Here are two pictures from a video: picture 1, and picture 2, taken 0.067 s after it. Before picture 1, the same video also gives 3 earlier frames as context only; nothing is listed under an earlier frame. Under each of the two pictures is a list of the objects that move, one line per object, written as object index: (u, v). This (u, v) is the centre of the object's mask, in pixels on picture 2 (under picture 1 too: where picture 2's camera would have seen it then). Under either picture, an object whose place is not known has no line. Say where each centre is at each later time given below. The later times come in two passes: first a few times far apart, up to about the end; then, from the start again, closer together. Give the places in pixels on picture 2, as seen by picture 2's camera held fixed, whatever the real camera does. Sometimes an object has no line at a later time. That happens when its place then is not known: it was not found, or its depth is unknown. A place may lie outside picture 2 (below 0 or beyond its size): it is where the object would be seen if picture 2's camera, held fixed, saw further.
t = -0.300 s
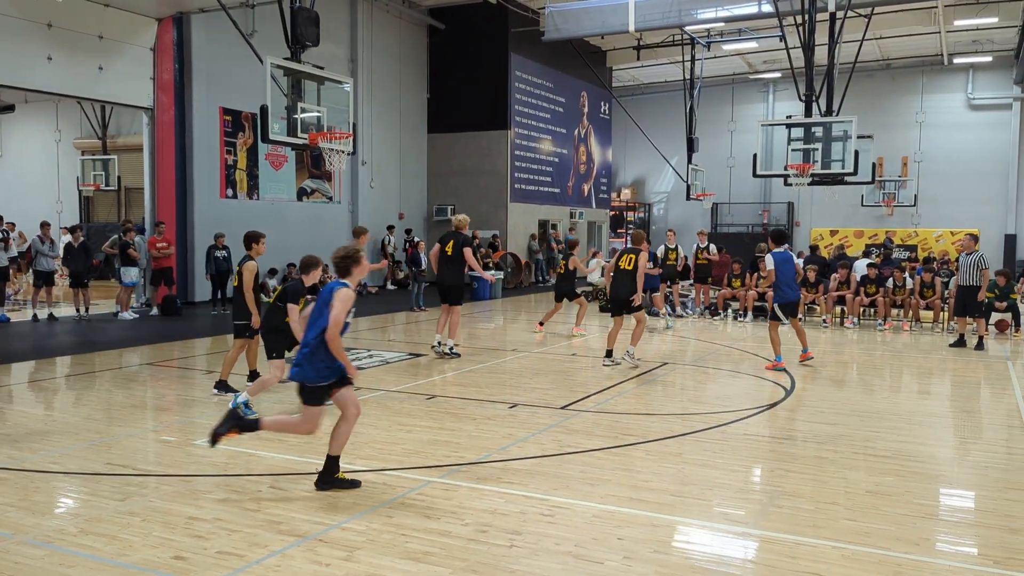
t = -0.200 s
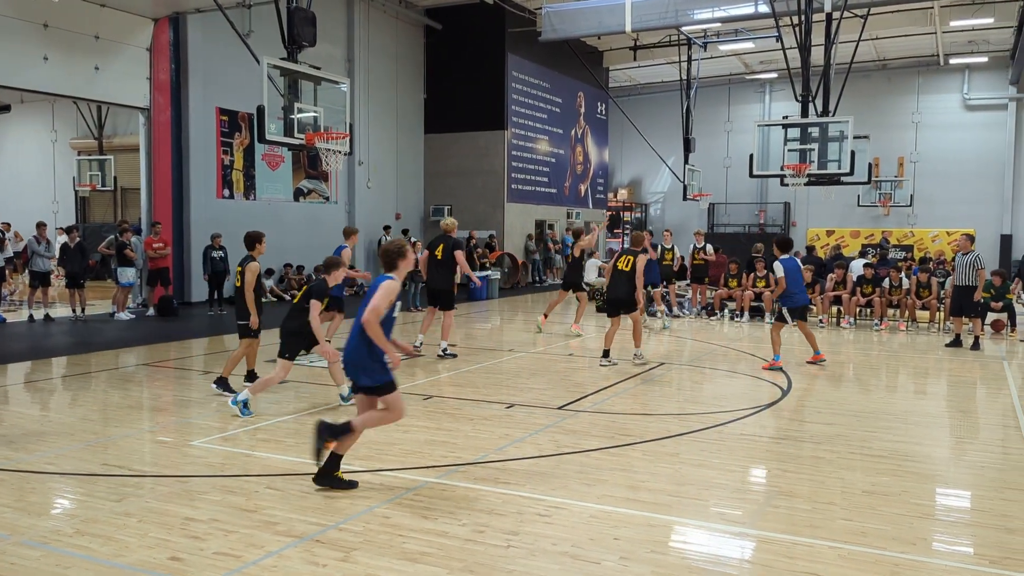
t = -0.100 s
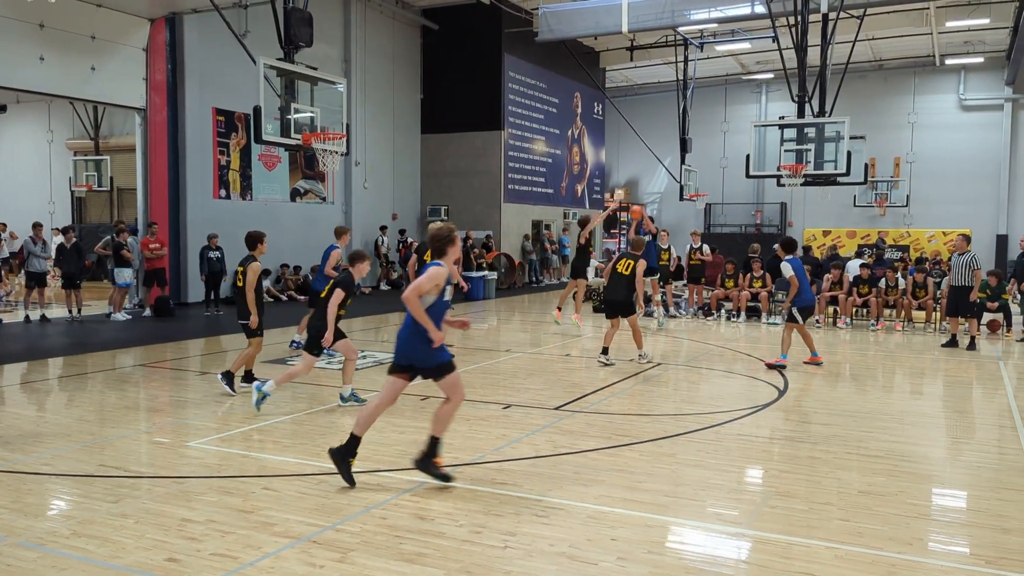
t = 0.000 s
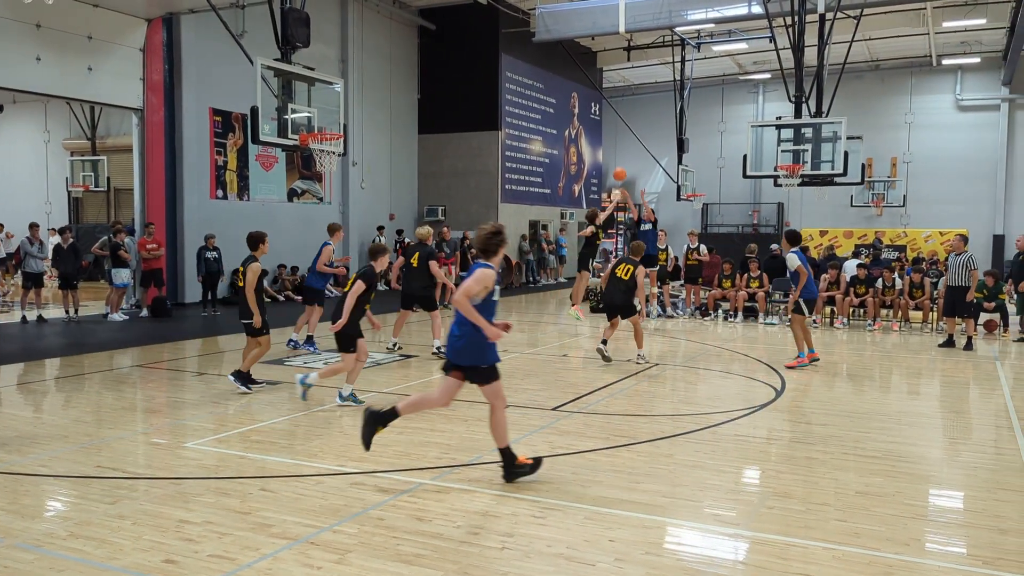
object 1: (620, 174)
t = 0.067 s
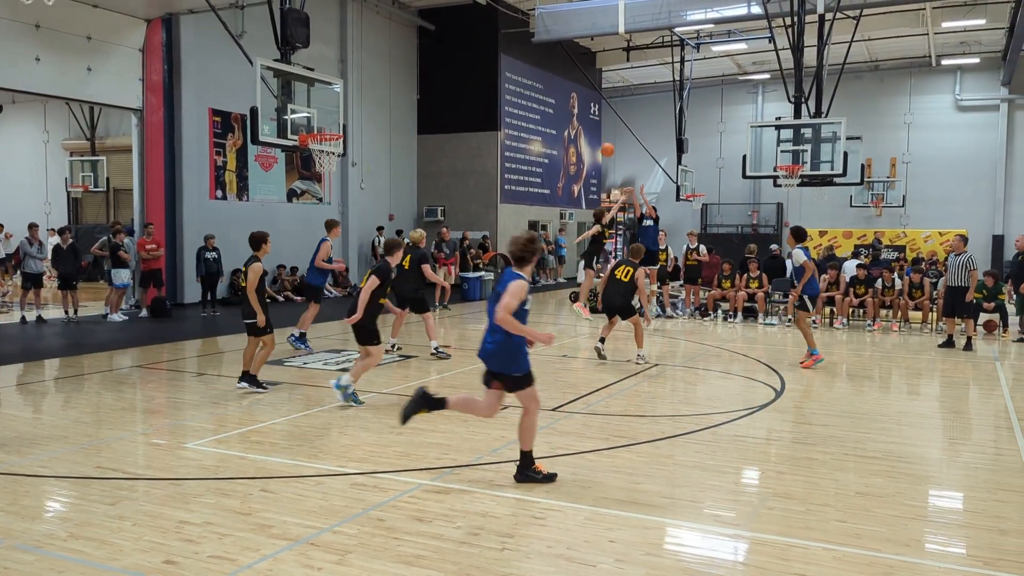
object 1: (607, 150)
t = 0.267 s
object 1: (571, 88)
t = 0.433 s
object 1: (540, 51)
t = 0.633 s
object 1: (499, 27)
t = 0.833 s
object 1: (455, 26)
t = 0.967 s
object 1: (426, 40)
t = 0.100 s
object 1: (601, 138)
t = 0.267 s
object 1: (571, 88)
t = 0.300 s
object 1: (565, 80)
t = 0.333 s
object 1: (559, 72)
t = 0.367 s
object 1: (553, 65)
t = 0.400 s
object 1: (546, 58)
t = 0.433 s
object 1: (540, 51)
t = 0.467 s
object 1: (533, 46)
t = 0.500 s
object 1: (526, 41)
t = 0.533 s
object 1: (519, 37)
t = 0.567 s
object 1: (513, 33)
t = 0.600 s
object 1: (506, 29)
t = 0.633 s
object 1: (499, 27)
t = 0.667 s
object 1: (492, 25)
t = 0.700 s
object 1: (485, 24)
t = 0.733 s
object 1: (478, 23)
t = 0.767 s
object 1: (470, 24)
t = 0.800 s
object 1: (463, 25)
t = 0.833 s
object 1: (455, 26)
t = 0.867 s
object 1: (447, 29)
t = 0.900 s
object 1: (441, 31)
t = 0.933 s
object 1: (434, 35)
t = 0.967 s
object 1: (426, 40)
